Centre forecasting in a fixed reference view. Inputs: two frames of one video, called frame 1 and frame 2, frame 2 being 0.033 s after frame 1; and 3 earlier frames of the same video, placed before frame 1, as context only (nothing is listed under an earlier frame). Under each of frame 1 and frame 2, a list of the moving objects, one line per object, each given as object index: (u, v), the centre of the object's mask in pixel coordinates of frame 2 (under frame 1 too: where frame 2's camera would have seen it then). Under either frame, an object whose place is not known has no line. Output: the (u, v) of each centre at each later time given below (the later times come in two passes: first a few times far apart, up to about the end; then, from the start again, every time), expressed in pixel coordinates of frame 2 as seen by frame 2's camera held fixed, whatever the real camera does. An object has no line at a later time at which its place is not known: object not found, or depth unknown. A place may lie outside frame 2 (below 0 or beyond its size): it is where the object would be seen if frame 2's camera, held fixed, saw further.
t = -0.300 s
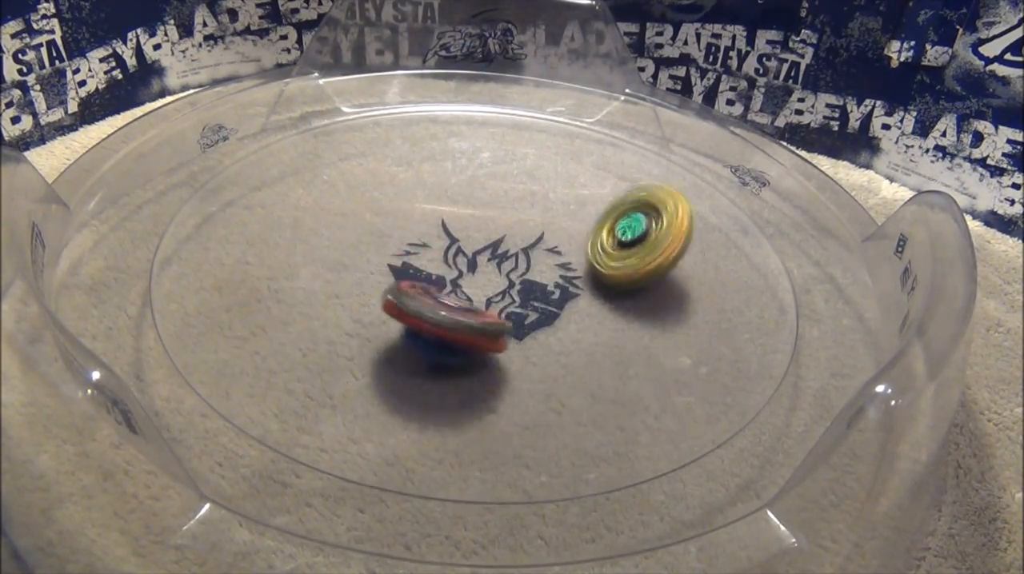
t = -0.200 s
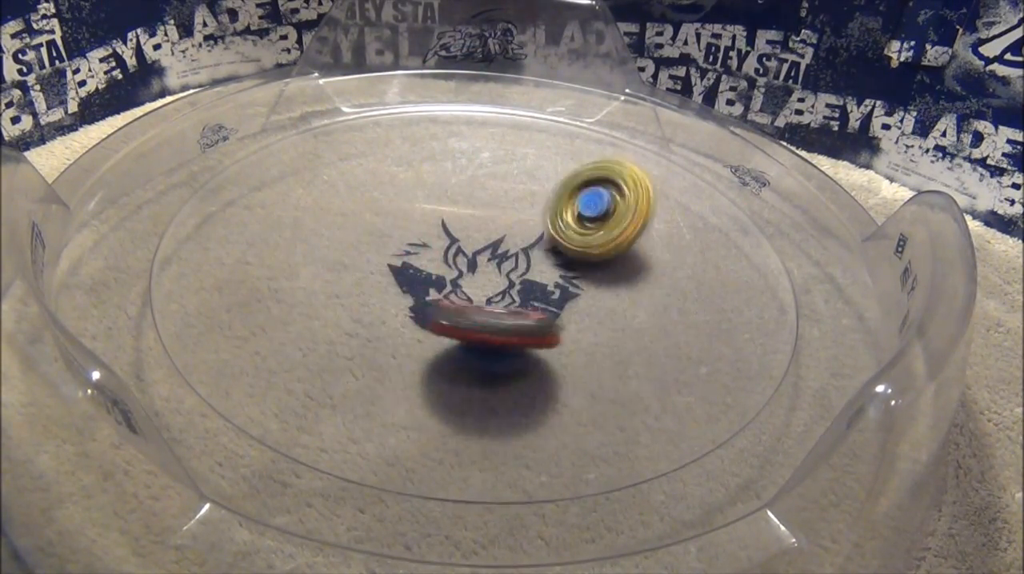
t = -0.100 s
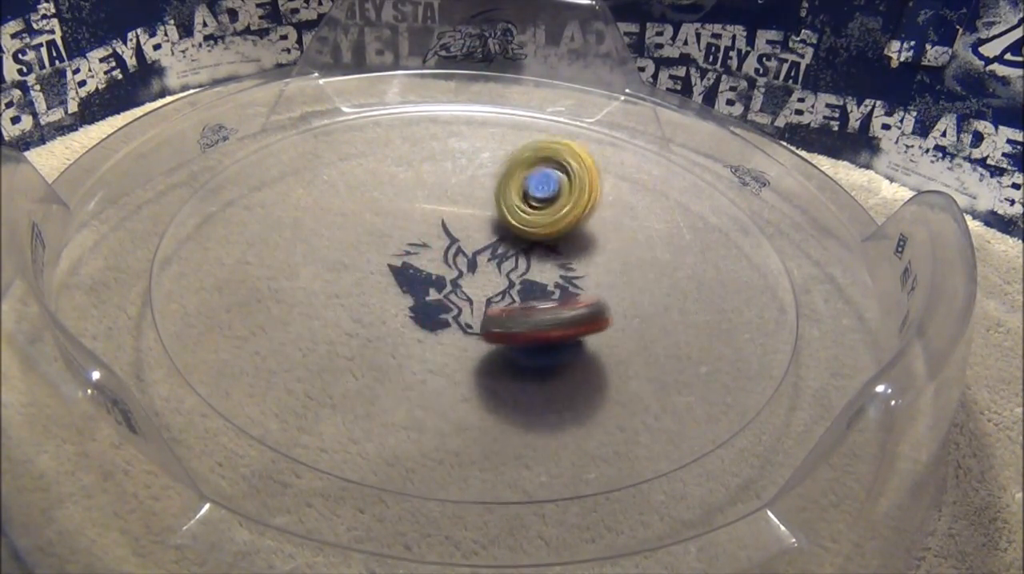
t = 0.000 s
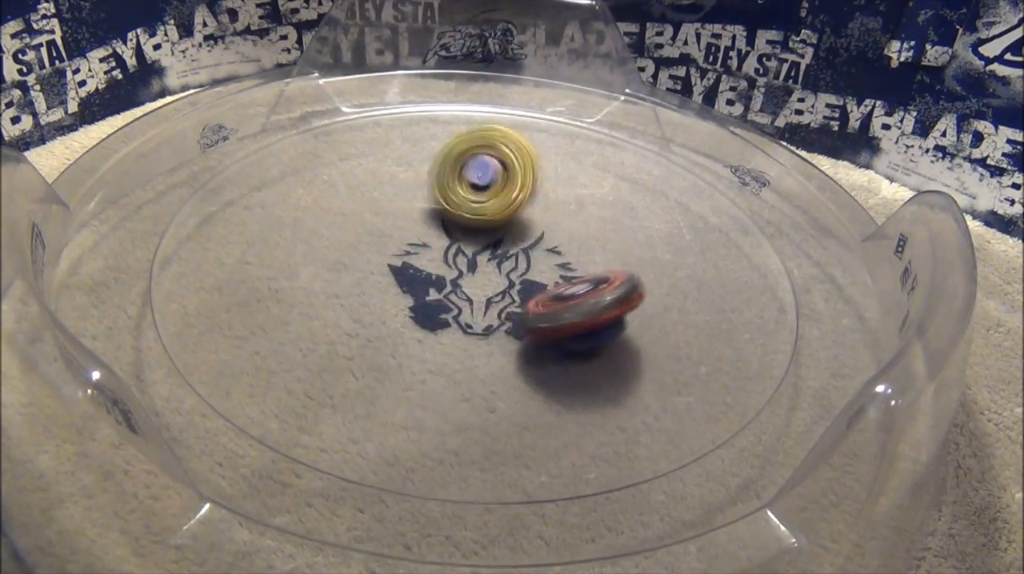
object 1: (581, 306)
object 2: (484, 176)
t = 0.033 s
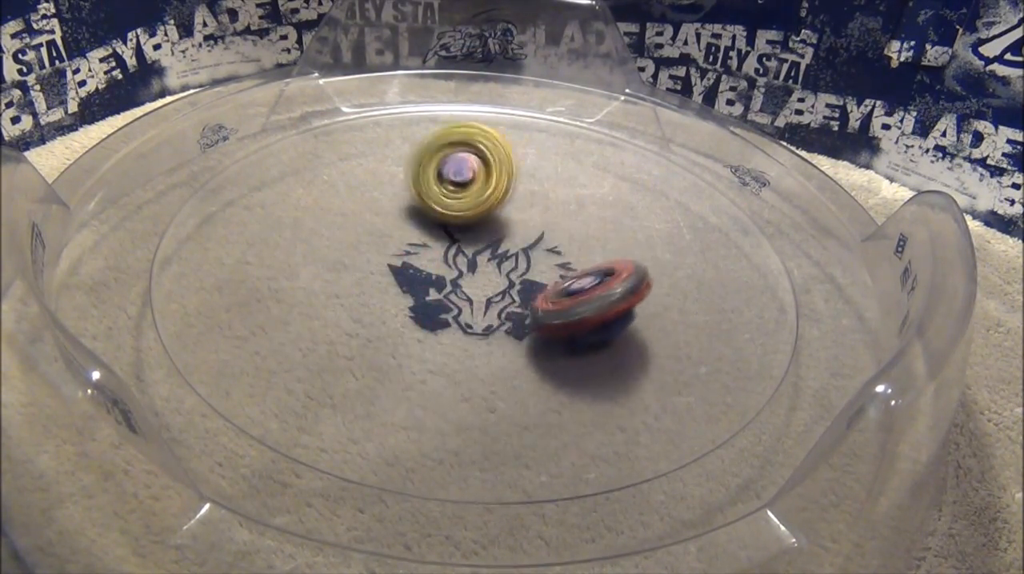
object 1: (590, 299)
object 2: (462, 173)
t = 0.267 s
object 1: (583, 241)
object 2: (333, 173)
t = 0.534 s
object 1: (478, 203)
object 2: (324, 243)
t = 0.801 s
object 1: (372, 235)
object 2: (502, 374)
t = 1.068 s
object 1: (403, 319)
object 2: (626, 424)
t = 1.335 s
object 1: (505, 315)
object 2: (634, 337)
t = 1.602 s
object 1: (481, 246)
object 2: (669, 130)
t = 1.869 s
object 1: (434, 229)
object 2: (649, 109)
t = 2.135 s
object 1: (435, 268)
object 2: (504, 168)
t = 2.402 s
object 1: (524, 304)
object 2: (409, 154)
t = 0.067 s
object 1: (596, 292)
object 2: (441, 170)
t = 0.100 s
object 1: (600, 283)
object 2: (418, 170)
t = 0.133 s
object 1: (602, 274)
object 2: (397, 169)
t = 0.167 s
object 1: (600, 267)
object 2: (378, 169)
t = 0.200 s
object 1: (597, 255)
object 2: (360, 170)
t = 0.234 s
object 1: (591, 248)
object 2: (345, 171)
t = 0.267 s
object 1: (583, 241)
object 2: (333, 173)
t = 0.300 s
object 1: (574, 235)
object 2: (324, 177)
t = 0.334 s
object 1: (564, 226)
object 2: (317, 181)
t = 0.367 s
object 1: (553, 218)
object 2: (311, 188)
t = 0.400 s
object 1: (539, 213)
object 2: (310, 196)
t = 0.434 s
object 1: (524, 208)
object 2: (310, 205)
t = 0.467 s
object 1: (508, 206)
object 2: (313, 216)
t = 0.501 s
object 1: (494, 204)
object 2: (318, 229)
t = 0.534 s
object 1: (478, 203)
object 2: (324, 243)
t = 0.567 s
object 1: (462, 202)
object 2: (337, 256)
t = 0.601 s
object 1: (446, 202)
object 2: (353, 274)
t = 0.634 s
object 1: (431, 204)
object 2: (372, 290)
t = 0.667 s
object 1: (415, 209)
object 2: (394, 307)
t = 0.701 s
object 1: (401, 212)
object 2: (418, 324)
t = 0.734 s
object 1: (390, 220)
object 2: (446, 343)
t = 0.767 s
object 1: (379, 227)
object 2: (474, 357)
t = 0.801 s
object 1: (372, 235)
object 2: (502, 374)
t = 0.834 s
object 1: (366, 244)
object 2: (531, 384)
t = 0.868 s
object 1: (363, 254)
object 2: (554, 395)
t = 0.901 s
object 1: (362, 264)
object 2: (577, 405)
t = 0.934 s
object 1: (365, 275)
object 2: (593, 411)
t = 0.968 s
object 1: (370, 287)
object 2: (605, 420)
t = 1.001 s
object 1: (377, 299)
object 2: (614, 424)
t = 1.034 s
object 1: (388, 309)
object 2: (621, 426)
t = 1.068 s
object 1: (403, 319)
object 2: (626, 424)
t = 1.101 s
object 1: (420, 329)
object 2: (627, 420)
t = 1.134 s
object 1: (440, 327)
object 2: (628, 414)
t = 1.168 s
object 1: (461, 332)
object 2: (627, 404)
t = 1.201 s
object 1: (482, 336)
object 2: (624, 396)
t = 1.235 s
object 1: (504, 337)
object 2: (618, 388)
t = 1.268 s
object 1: (513, 331)
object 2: (623, 375)
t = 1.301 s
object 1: (510, 323)
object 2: (630, 354)
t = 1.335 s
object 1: (505, 315)
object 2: (634, 337)
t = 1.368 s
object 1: (504, 309)
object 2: (634, 310)
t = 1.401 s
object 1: (498, 300)
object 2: (638, 273)
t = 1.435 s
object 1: (495, 291)
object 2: (639, 247)
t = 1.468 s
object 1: (494, 281)
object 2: (644, 219)
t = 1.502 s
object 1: (492, 272)
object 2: (651, 188)
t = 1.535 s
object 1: (490, 263)
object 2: (658, 166)
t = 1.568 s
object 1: (486, 254)
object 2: (665, 144)
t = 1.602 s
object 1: (481, 246)
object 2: (669, 130)
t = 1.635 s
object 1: (475, 241)
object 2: (670, 118)
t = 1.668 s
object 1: (467, 234)
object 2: (671, 109)
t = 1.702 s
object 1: (459, 230)
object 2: (671, 105)
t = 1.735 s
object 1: (453, 227)
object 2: (668, 102)
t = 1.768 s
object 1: (448, 225)
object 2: (665, 102)
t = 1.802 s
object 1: (443, 226)
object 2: (661, 103)
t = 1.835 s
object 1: (438, 226)
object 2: (655, 106)
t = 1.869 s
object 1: (434, 229)
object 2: (649, 109)
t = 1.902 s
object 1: (431, 231)
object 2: (641, 114)
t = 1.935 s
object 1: (430, 234)
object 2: (632, 123)
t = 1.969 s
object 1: (427, 239)
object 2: (620, 134)
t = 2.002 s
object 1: (427, 243)
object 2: (605, 145)
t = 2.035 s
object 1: (427, 249)
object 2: (583, 150)
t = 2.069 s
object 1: (429, 255)
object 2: (557, 157)
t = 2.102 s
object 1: (430, 261)
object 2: (530, 166)
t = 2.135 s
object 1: (435, 268)
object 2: (504, 168)
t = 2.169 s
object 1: (441, 277)
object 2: (480, 162)
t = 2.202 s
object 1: (449, 286)
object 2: (458, 160)
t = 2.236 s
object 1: (458, 293)
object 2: (436, 165)
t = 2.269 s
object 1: (472, 299)
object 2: (420, 165)
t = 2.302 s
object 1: (486, 302)
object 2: (410, 161)
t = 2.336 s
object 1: (500, 304)
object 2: (406, 157)
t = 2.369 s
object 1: (513, 304)
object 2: (406, 155)
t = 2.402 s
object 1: (524, 304)
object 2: (409, 154)
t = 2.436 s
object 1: (539, 300)
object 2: (411, 156)
